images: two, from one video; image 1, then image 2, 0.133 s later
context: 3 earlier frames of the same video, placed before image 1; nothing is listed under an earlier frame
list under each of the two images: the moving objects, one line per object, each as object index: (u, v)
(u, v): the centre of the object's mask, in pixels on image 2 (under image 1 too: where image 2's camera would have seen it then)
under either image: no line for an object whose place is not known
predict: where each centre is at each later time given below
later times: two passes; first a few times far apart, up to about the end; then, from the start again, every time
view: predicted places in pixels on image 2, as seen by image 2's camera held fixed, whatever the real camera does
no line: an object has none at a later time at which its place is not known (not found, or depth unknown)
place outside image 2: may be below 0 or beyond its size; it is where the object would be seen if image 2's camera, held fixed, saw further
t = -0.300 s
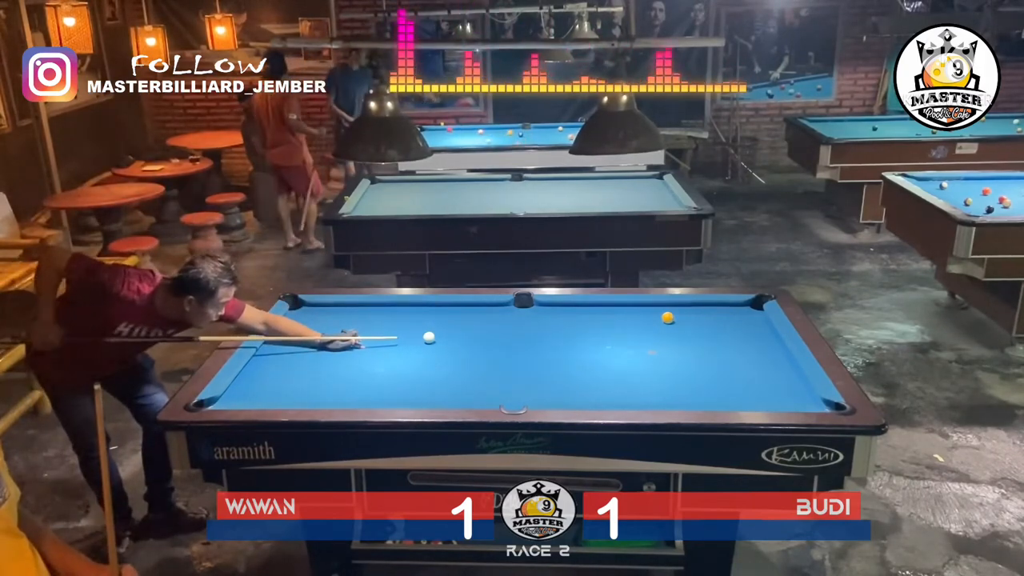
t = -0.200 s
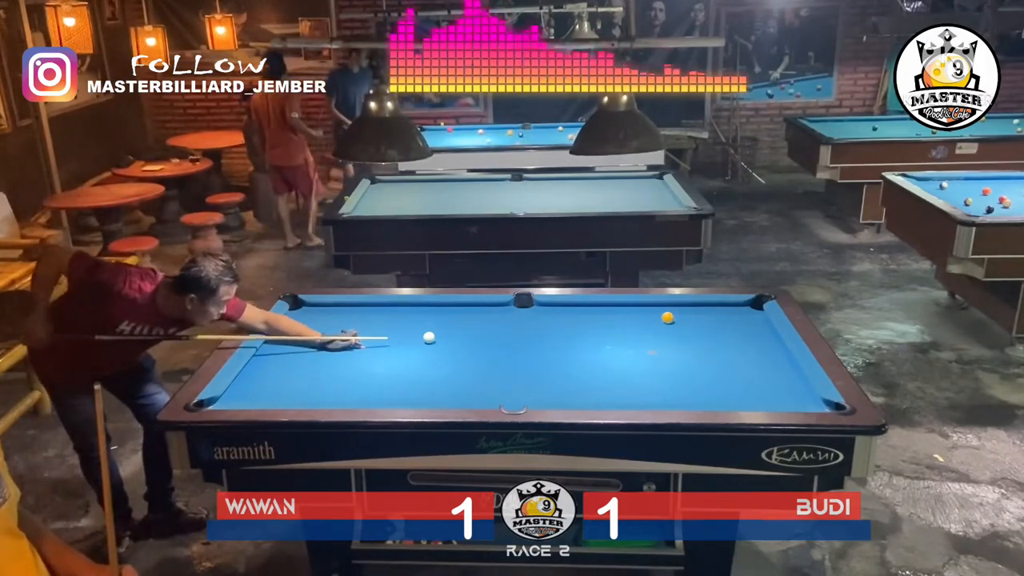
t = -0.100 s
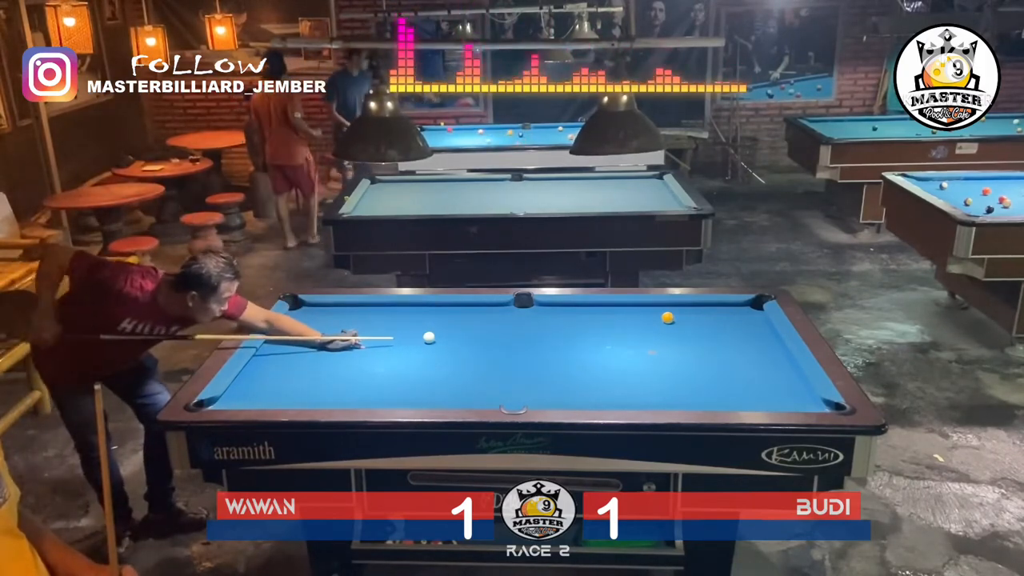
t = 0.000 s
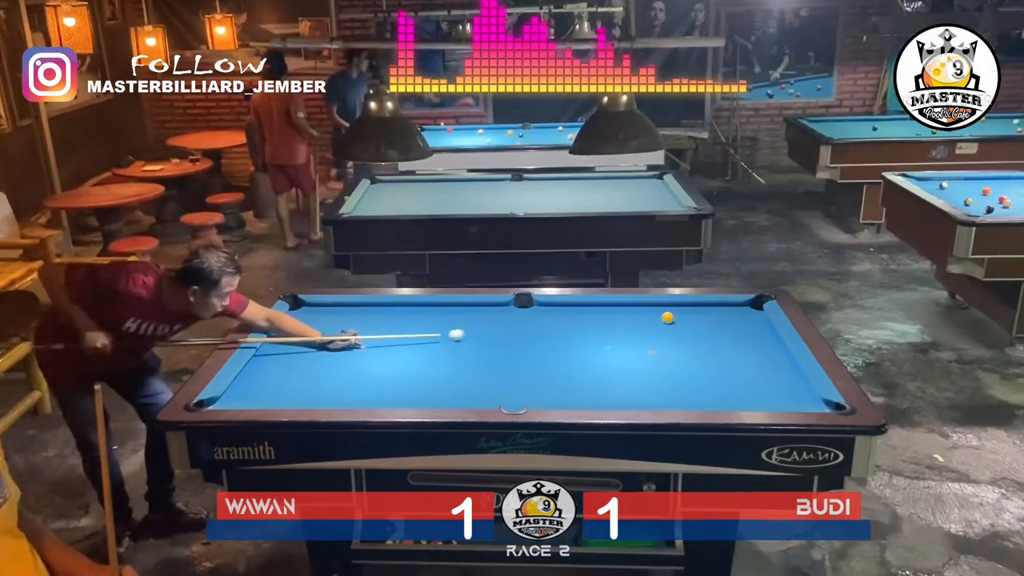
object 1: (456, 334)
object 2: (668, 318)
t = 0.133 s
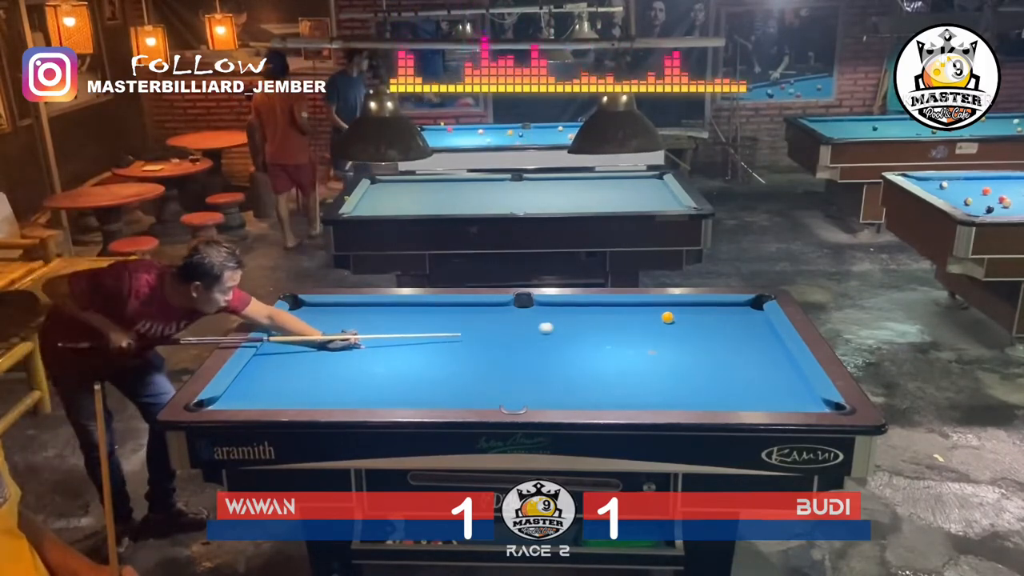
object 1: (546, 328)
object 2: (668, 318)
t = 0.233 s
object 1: (607, 323)
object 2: (667, 318)
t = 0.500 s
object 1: (684, 328)
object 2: (732, 305)
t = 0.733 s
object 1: (734, 336)
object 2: (733, 310)
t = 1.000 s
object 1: (770, 345)
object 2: (688, 314)
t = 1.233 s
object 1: (743, 353)
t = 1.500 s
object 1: (712, 360)
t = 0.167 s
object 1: (566, 326)
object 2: (668, 318)
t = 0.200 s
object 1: (587, 325)
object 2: (668, 318)
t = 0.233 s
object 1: (607, 323)
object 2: (667, 318)
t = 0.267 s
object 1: (627, 322)
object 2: (668, 318)
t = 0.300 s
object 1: (647, 320)
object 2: (668, 318)
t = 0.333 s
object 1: (659, 320)
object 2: (674, 316)
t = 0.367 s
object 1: (662, 322)
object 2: (688, 313)
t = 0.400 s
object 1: (666, 324)
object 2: (701, 311)
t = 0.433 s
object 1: (671, 326)
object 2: (712, 309)
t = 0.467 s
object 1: (677, 327)
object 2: (723, 307)
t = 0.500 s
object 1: (684, 328)
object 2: (732, 305)
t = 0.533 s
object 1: (691, 329)
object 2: (741, 306)
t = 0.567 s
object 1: (698, 331)
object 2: (749, 307)
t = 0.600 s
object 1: (706, 332)
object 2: (757, 308)
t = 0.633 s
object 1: (713, 333)
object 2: (751, 308)
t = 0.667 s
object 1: (720, 334)
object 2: (745, 309)
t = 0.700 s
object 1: (727, 335)
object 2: (739, 309)
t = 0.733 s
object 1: (734, 336)
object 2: (733, 310)
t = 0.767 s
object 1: (742, 338)
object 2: (728, 311)
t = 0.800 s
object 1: (749, 339)
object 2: (722, 311)
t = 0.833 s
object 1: (756, 340)
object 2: (716, 312)
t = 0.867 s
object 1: (764, 341)
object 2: (710, 312)
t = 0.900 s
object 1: (771, 342)
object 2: (705, 313)
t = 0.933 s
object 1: (778, 343)
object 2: (699, 313)
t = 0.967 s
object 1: (774, 345)
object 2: (694, 313)
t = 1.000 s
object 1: (770, 345)
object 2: (688, 314)
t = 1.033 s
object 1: (766, 347)
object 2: (683, 314)
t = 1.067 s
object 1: (762, 348)
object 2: (678, 315)
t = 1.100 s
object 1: (758, 349)
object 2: (672, 315)
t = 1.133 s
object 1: (754, 349)
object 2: (667, 316)
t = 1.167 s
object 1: (751, 351)
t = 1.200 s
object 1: (747, 351)
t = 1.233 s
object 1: (743, 353)
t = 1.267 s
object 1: (739, 354)
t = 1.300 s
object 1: (735, 355)
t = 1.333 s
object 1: (731, 356)
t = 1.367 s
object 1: (727, 356)
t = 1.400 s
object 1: (723, 357)
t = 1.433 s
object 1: (720, 359)
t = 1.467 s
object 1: (716, 359)
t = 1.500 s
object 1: (712, 360)
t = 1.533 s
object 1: (709, 361)
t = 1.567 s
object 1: (705, 362)
